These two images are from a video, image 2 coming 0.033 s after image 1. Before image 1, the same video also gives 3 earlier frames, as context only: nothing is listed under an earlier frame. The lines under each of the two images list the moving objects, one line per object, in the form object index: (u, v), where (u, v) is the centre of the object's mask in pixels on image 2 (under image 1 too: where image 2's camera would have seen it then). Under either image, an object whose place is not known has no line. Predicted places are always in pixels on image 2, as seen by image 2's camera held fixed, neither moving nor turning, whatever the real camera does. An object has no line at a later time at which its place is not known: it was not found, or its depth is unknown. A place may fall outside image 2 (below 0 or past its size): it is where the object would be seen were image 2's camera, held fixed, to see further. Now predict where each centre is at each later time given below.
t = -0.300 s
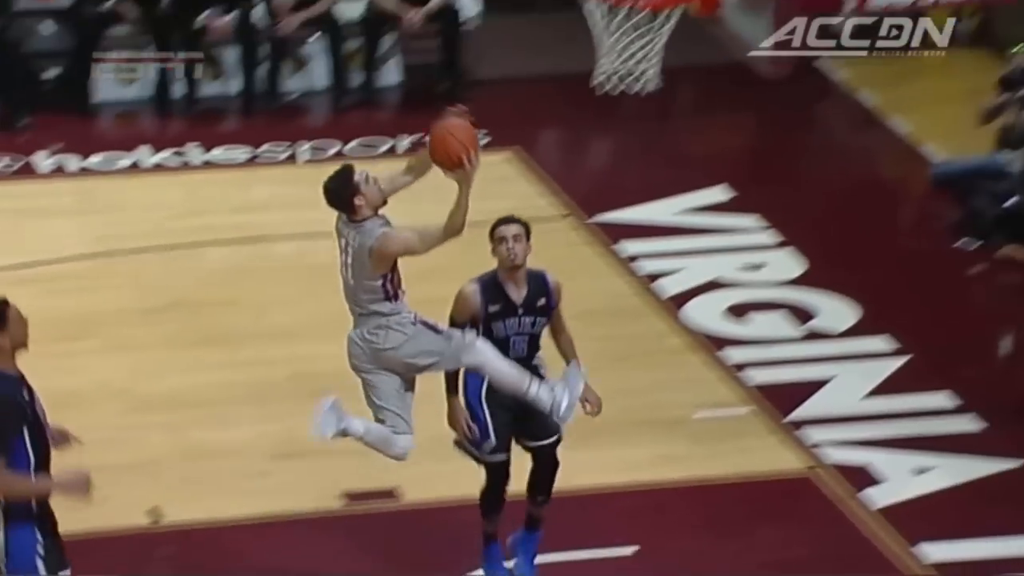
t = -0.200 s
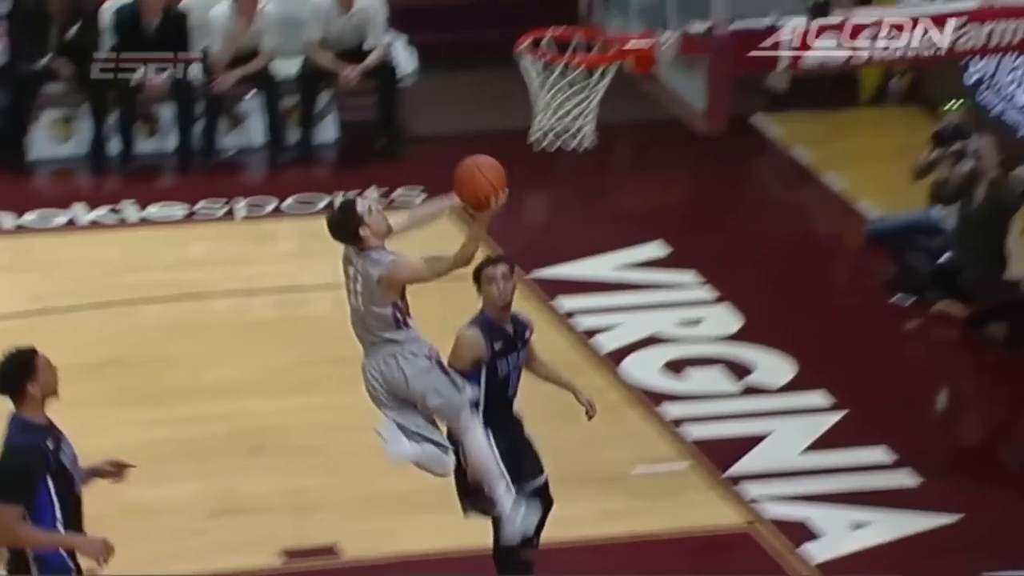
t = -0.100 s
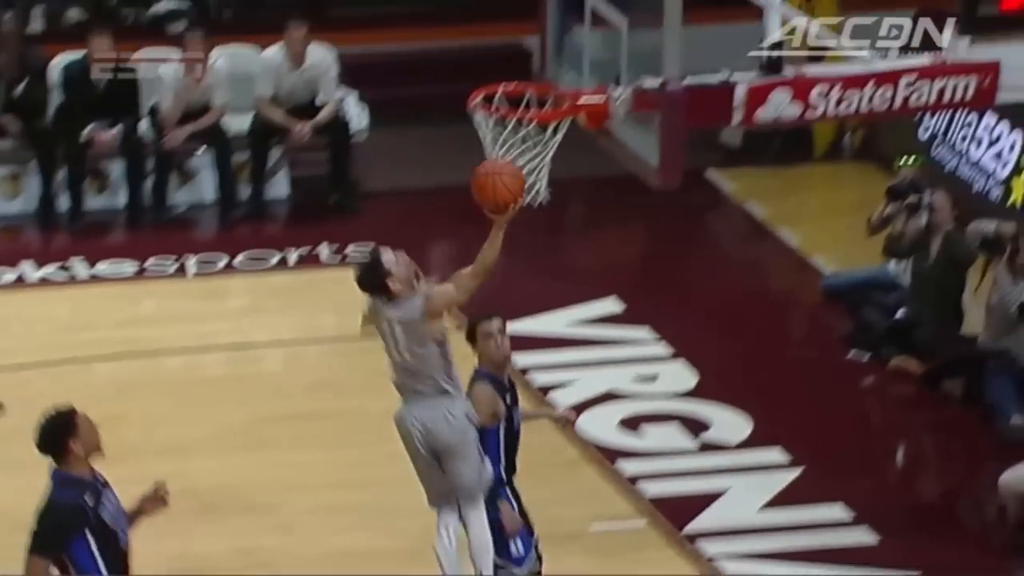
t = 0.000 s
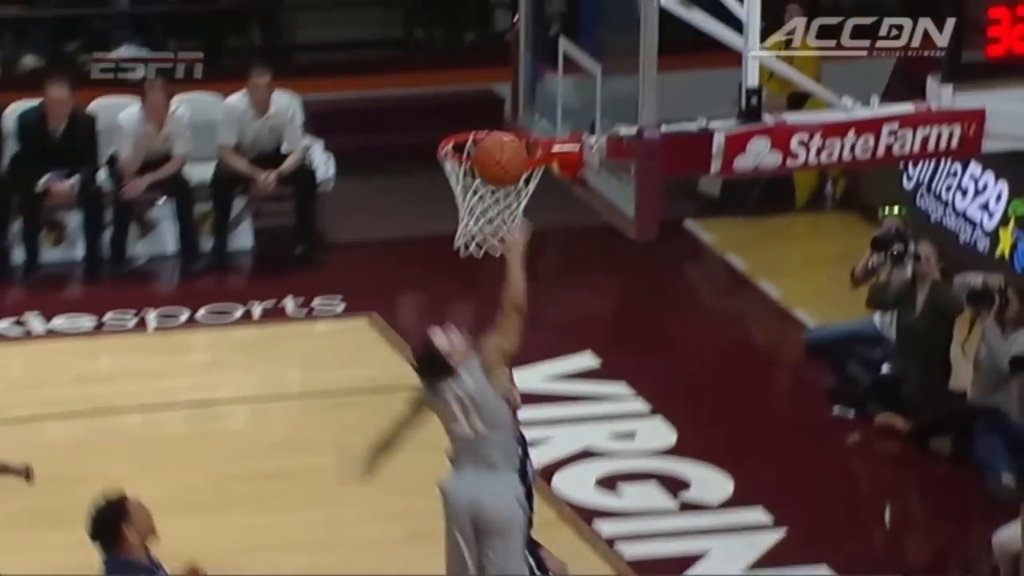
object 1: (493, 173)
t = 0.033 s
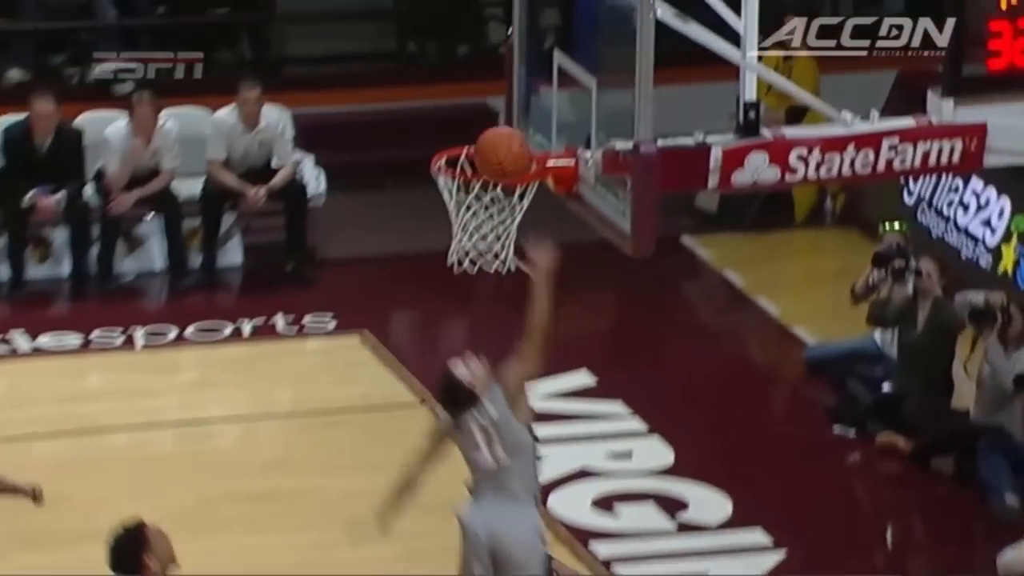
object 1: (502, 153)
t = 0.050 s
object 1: (506, 145)
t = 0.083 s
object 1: (514, 127)
